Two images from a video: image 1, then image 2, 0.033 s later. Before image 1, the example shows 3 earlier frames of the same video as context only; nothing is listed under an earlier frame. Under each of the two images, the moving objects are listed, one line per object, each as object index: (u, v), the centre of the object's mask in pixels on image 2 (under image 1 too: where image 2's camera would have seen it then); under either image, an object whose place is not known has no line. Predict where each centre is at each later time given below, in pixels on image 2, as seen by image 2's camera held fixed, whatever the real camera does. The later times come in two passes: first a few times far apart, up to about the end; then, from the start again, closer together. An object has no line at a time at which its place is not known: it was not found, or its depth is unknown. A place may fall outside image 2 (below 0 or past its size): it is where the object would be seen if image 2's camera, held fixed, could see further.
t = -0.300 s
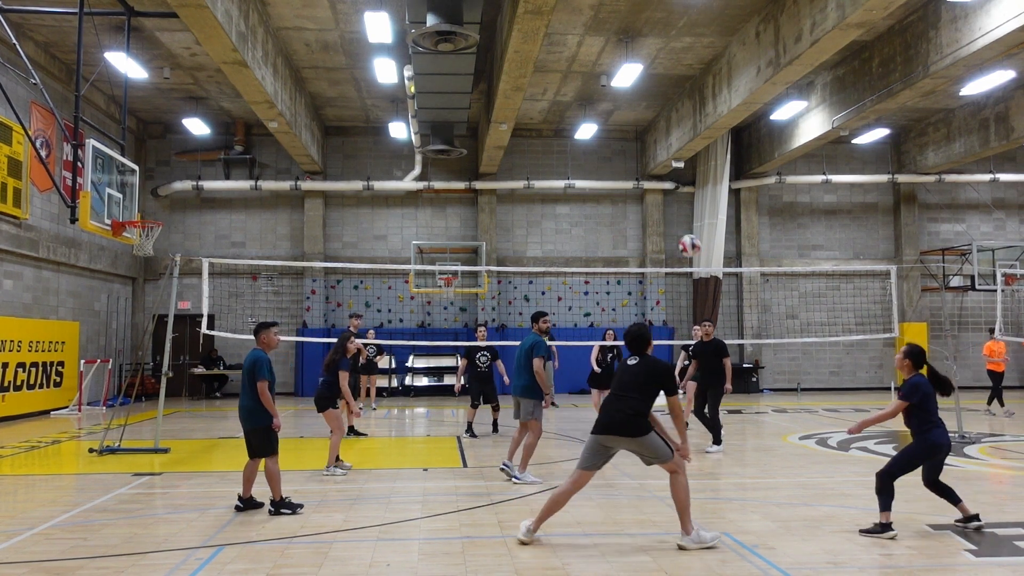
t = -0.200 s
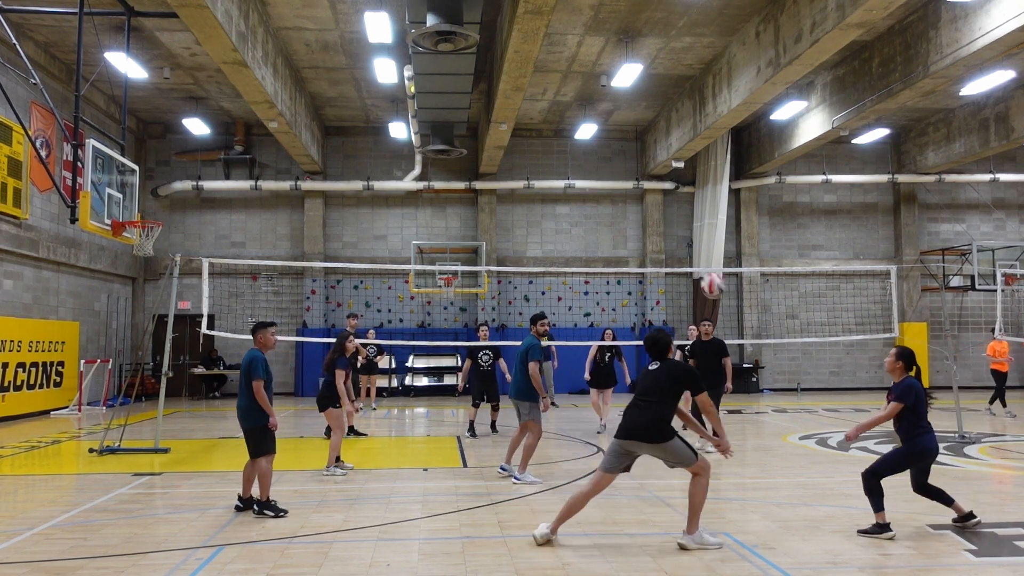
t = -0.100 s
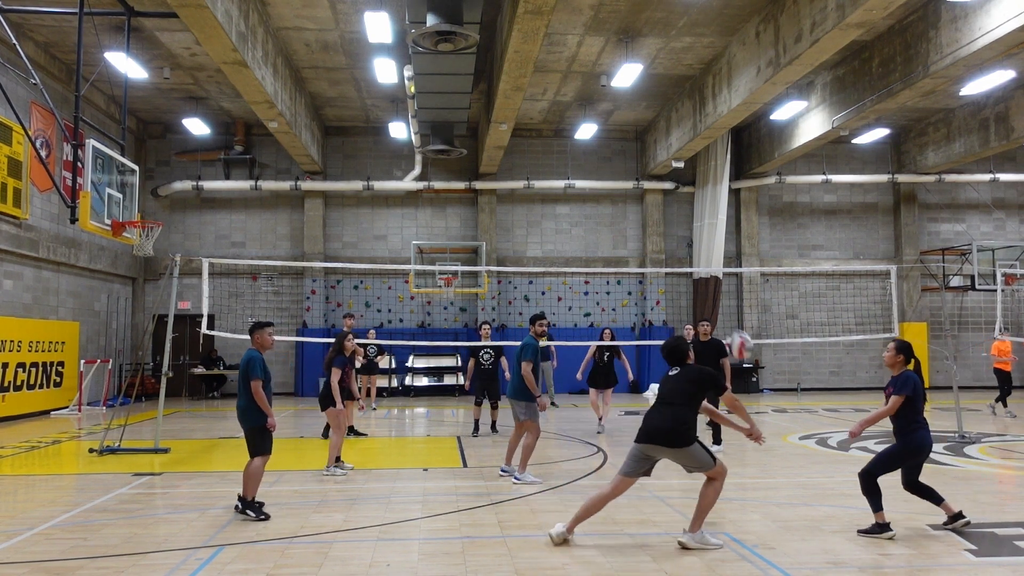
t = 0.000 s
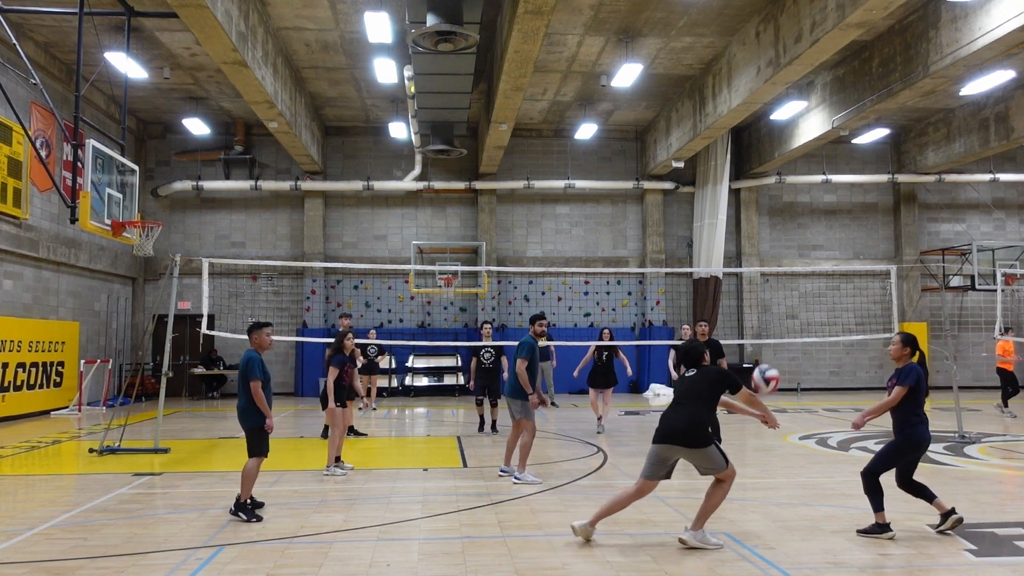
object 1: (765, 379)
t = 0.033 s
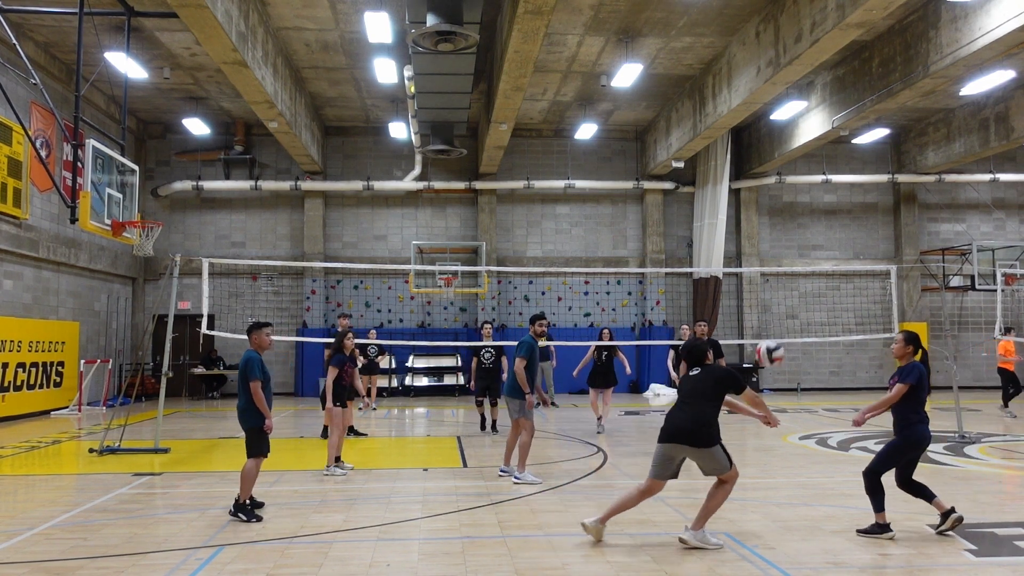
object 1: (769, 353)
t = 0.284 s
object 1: (798, 215)
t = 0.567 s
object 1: (825, 159)
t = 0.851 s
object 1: (851, 192)
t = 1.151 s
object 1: (876, 309)
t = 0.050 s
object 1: (772, 340)
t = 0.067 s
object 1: (774, 328)
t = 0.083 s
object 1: (775, 317)
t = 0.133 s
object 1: (781, 285)
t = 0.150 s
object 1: (783, 276)
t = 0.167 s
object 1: (785, 266)
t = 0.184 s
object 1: (787, 258)
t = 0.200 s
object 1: (789, 249)
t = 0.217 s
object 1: (791, 242)
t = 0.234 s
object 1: (793, 234)
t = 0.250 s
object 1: (794, 227)
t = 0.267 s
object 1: (796, 220)
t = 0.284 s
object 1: (798, 215)
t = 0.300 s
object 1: (799, 208)
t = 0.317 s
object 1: (801, 203)
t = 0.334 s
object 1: (803, 198)
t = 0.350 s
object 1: (805, 193)
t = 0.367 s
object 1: (806, 188)
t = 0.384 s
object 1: (807, 184)
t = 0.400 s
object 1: (809, 180)
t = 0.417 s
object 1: (811, 176)
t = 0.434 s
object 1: (813, 173)
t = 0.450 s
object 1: (814, 170)
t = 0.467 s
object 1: (816, 167)
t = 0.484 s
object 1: (817, 165)
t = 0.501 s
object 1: (819, 163)
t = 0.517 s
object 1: (821, 162)
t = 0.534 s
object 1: (822, 161)
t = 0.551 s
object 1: (824, 160)
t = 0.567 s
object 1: (825, 159)
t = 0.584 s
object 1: (827, 159)
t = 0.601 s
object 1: (828, 158)
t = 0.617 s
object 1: (830, 159)
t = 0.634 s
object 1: (831, 159)
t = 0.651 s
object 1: (833, 160)
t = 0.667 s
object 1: (834, 161)
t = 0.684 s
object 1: (836, 163)
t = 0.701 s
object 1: (837, 164)
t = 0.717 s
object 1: (838, 166)
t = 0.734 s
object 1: (840, 168)
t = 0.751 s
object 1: (842, 171)
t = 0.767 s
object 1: (843, 174)
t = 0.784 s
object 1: (845, 177)
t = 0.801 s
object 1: (846, 180)
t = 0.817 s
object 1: (848, 184)
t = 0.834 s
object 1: (849, 188)
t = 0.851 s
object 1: (851, 192)
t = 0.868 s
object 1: (852, 196)
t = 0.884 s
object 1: (854, 201)
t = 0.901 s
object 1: (856, 206)
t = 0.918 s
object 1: (857, 211)
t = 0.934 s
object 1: (858, 217)
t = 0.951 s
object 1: (860, 222)
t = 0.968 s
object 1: (861, 228)
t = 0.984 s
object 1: (863, 234)
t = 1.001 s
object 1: (864, 241)
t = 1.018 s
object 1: (865, 248)
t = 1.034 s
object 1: (867, 254)
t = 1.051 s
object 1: (868, 261)
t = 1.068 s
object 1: (869, 269)
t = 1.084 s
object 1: (870, 277)
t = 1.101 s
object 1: (873, 284)
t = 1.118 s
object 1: (874, 292)
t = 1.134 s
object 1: (875, 301)
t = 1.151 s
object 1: (876, 309)
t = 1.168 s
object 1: (877, 317)
